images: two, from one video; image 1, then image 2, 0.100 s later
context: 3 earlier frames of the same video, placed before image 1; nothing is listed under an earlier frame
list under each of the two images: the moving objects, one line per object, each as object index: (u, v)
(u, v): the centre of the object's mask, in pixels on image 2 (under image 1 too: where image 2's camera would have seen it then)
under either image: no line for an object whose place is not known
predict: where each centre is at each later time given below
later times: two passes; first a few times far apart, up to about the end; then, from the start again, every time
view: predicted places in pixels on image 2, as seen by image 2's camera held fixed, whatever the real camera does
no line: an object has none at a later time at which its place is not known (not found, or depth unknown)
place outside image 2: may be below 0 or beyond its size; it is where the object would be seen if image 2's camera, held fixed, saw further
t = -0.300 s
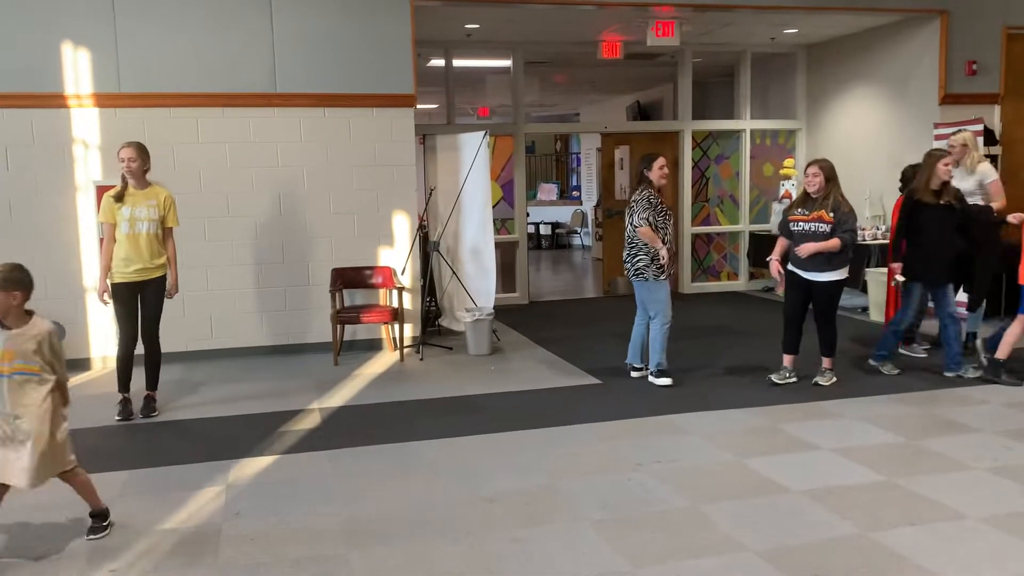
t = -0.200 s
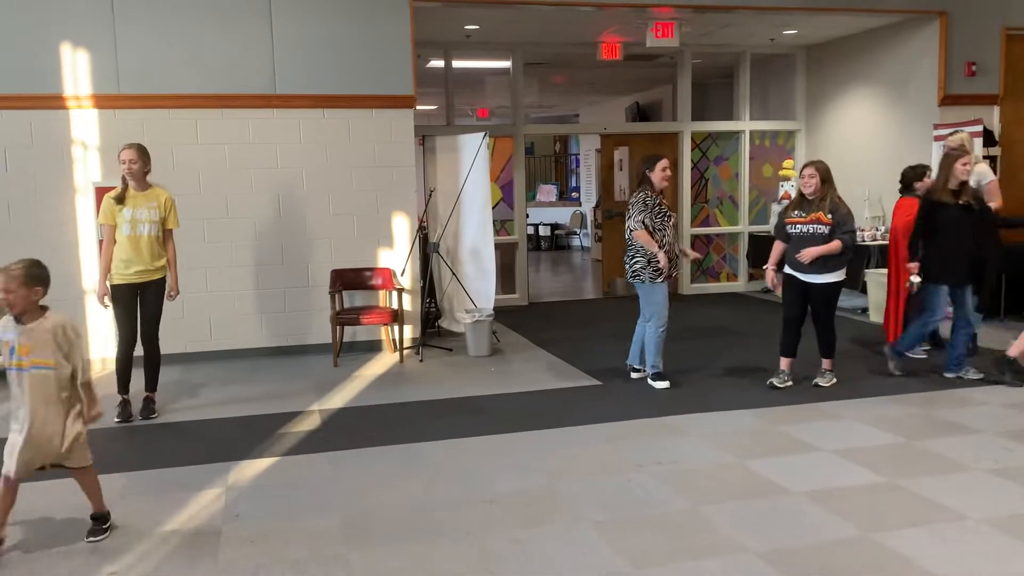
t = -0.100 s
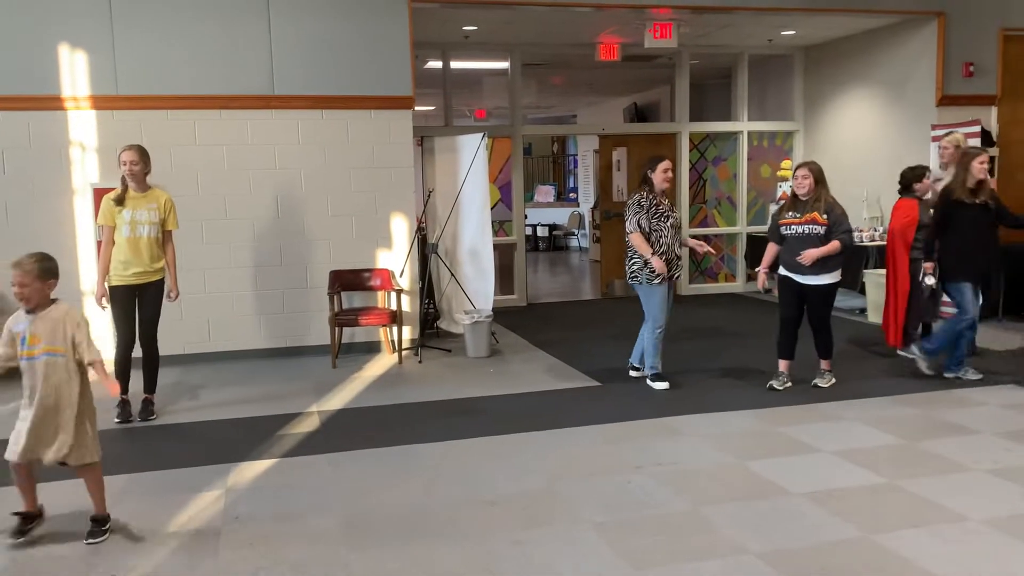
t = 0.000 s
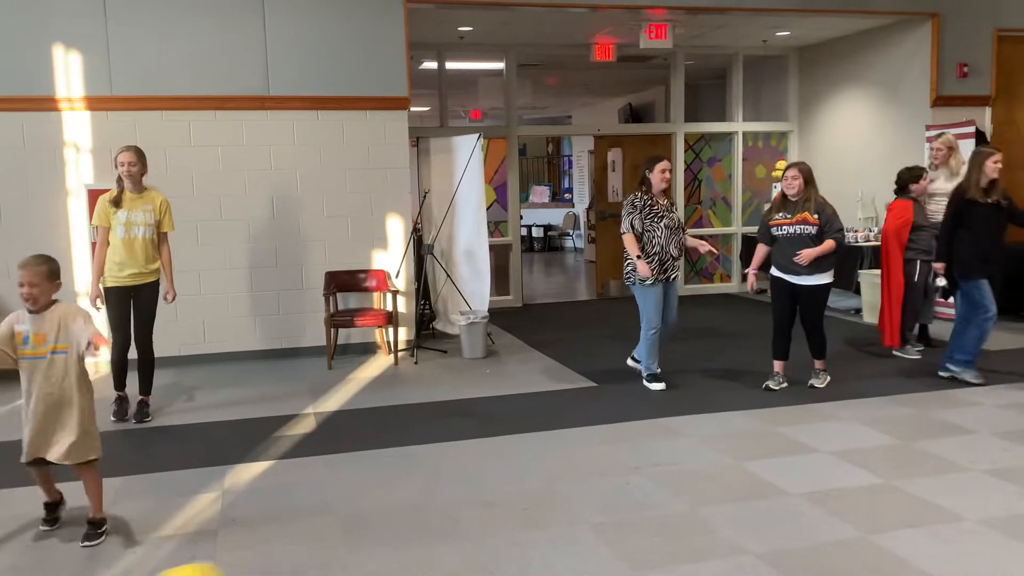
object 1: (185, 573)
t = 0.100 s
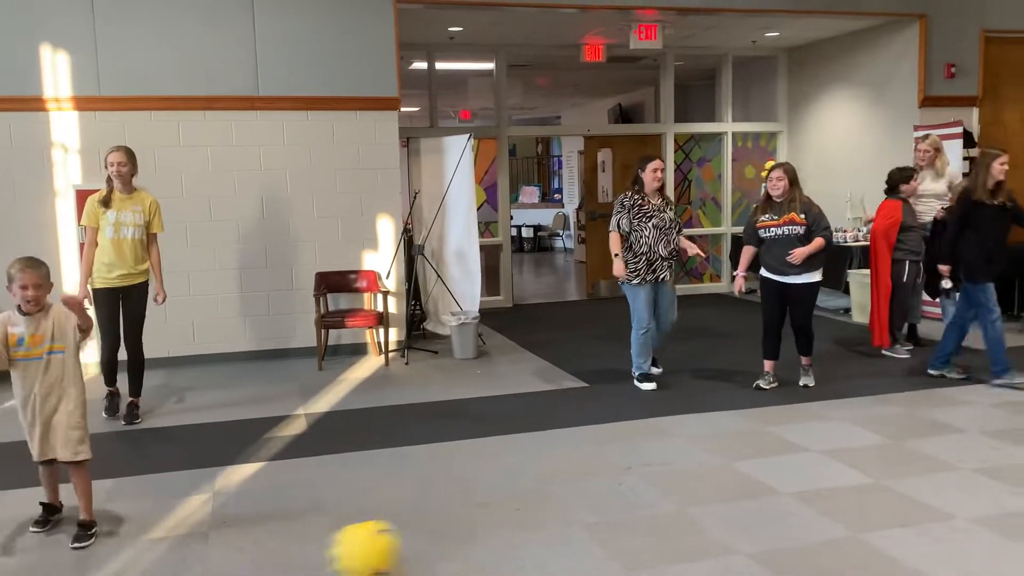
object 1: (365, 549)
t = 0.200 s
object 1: (511, 520)
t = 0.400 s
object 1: (722, 471)
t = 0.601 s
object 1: (864, 442)
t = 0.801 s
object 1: (968, 419)
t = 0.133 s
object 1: (418, 544)
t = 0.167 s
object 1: (468, 535)
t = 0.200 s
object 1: (511, 520)
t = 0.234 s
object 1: (552, 510)
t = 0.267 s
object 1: (591, 502)
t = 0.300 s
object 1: (628, 497)
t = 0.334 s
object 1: (661, 487)
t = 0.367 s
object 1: (692, 478)
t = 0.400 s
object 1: (722, 471)
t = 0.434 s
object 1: (750, 467)
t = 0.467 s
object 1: (775, 461)
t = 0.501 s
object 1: (798, 453)
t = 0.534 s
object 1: (821, 446)
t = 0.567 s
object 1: (843, 443)
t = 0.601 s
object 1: (864, 442)
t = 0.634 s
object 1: (883, 436)
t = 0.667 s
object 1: (900, 431)
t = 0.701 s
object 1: (918, 428)
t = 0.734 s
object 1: (935, 426)
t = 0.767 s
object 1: (952, 423)
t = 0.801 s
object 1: (968, 419)
